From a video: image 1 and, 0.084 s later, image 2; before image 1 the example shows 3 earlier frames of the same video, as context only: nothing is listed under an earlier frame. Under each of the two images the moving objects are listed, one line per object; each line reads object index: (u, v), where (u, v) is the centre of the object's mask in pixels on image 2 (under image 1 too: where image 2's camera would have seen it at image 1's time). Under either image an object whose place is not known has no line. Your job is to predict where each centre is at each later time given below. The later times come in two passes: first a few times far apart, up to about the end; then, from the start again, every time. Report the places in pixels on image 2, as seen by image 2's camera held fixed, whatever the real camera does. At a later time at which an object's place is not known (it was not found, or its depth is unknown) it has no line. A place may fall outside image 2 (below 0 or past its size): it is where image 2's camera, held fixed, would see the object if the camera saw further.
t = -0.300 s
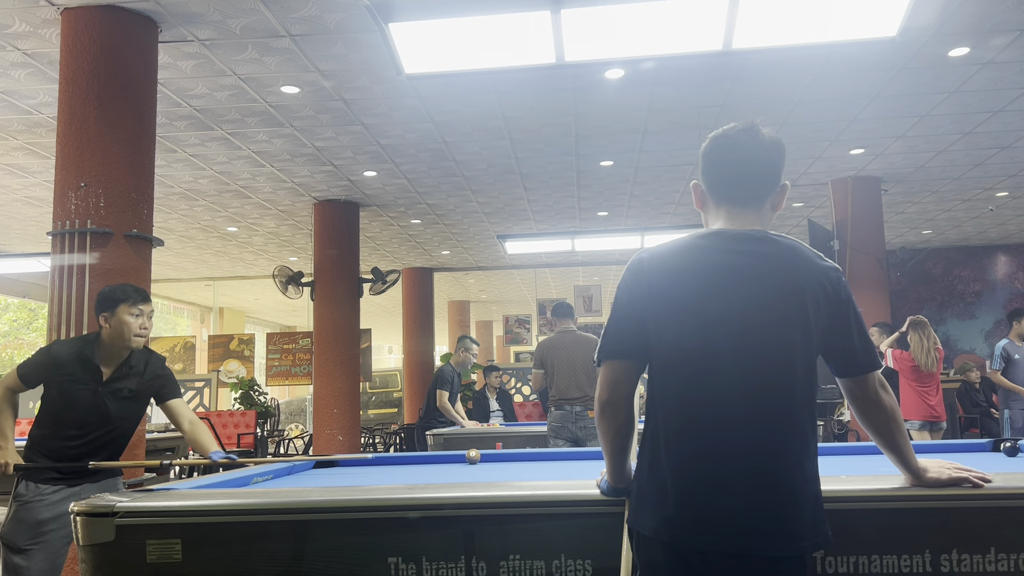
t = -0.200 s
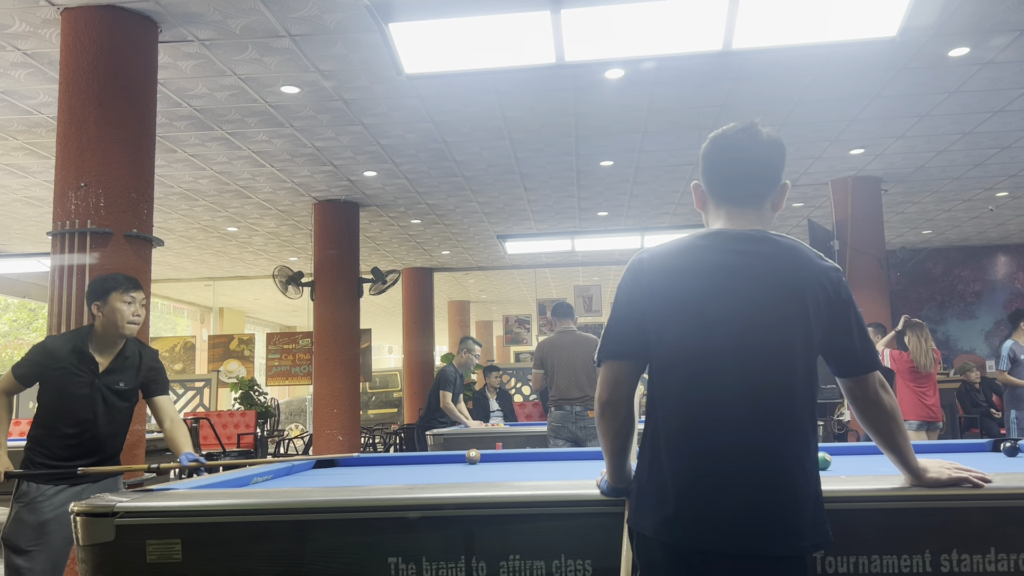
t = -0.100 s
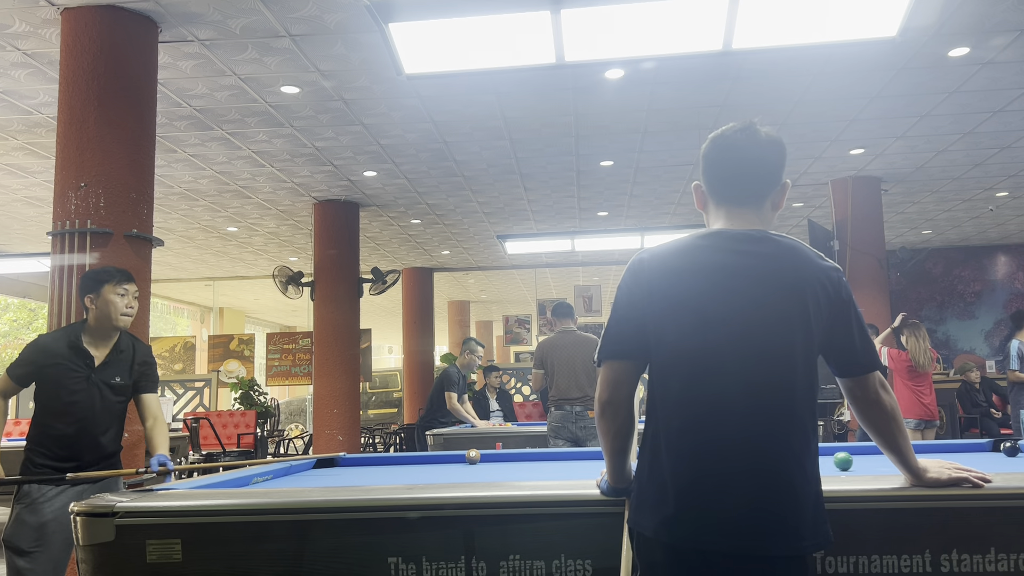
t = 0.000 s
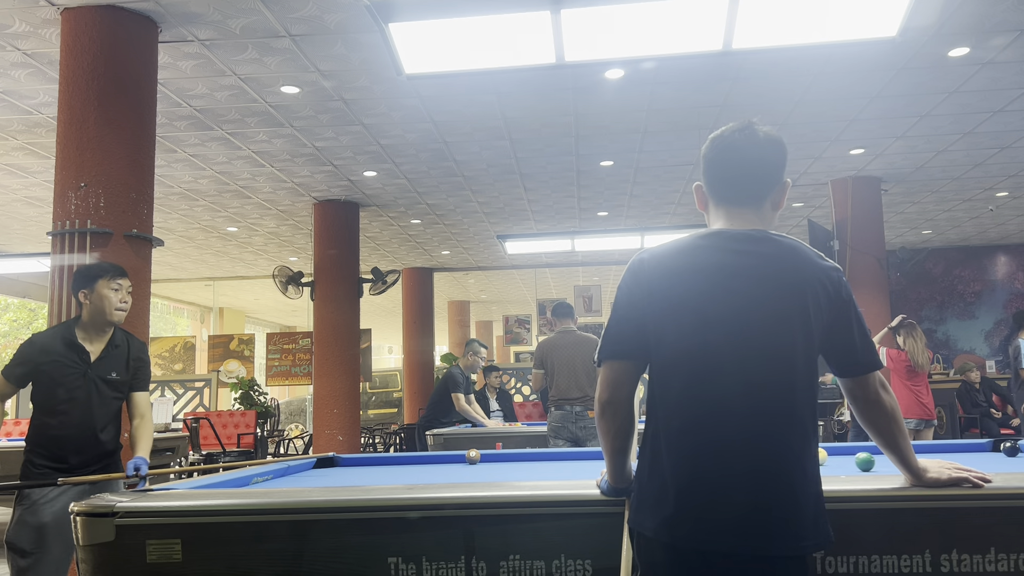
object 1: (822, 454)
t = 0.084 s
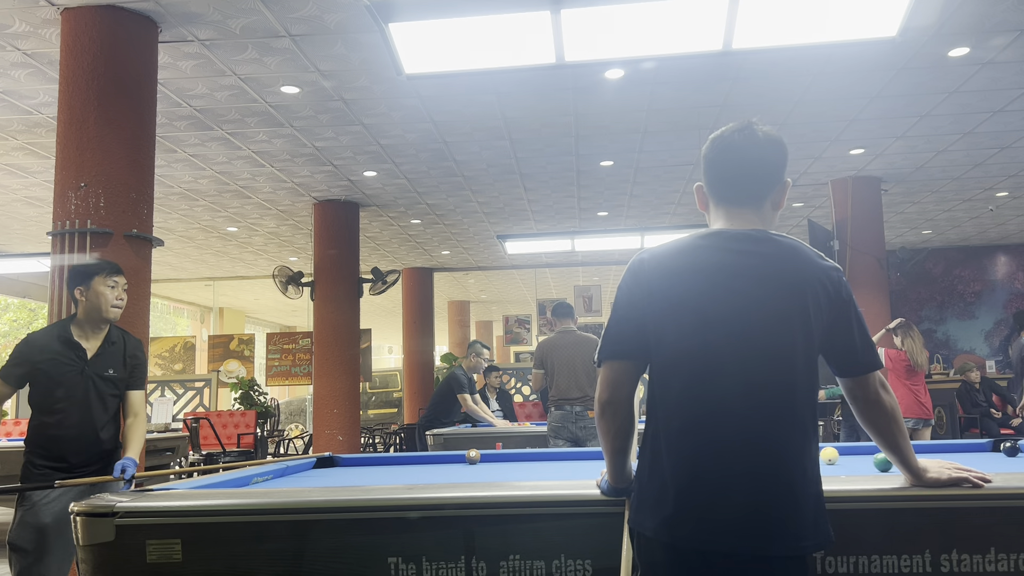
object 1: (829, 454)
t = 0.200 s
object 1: (845, 453)
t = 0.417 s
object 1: (872, 451)
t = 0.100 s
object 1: (831, 453)
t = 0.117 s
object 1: (834, 453)
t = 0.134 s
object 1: (836, 453)
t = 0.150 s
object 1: (839, 453)
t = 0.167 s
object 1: (841, 453)
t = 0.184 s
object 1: (843, 453)
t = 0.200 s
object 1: (845, 453)
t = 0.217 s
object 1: (847, 453)
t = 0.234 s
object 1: (849, 453)
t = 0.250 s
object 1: (852, 452)
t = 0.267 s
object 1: (854, 452)
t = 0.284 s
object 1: (856, 452)
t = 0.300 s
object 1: (858, 452)
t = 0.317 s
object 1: (860, 452)
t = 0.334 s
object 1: (862, 452)
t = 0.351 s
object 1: (864, 452)
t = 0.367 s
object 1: (866, 452)
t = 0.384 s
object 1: (869, 452)
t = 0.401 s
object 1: (870, 451)
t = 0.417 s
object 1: (872, 451)
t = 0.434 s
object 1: (874, 451)
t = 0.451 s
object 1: (875, 451)
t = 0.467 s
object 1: (876, 451)
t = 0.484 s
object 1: (877, 452)
